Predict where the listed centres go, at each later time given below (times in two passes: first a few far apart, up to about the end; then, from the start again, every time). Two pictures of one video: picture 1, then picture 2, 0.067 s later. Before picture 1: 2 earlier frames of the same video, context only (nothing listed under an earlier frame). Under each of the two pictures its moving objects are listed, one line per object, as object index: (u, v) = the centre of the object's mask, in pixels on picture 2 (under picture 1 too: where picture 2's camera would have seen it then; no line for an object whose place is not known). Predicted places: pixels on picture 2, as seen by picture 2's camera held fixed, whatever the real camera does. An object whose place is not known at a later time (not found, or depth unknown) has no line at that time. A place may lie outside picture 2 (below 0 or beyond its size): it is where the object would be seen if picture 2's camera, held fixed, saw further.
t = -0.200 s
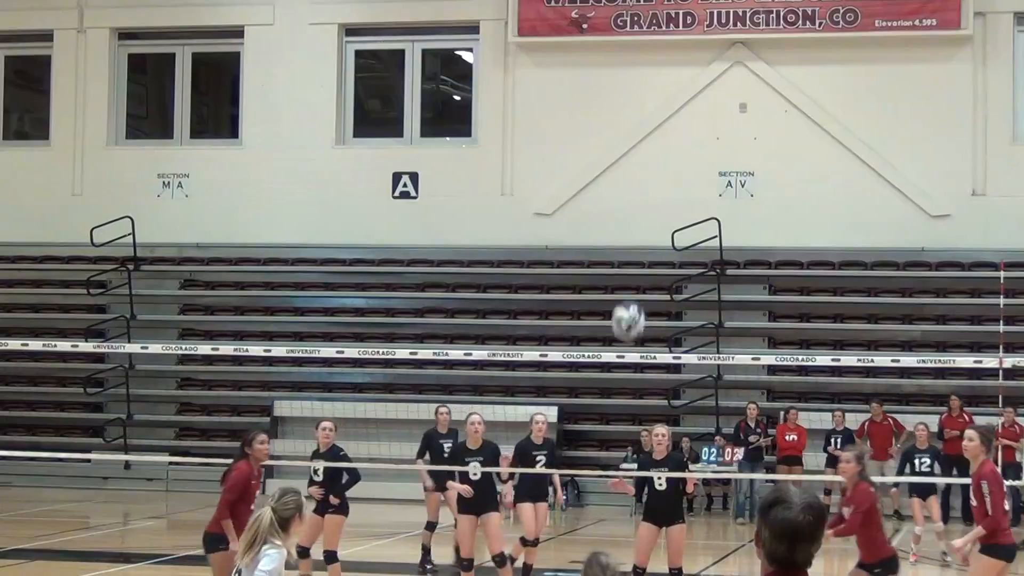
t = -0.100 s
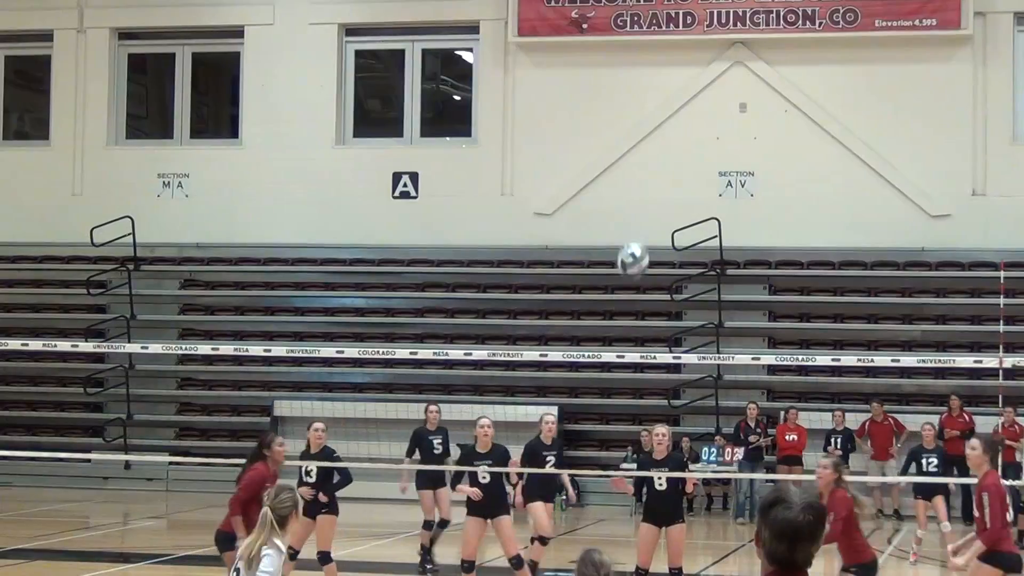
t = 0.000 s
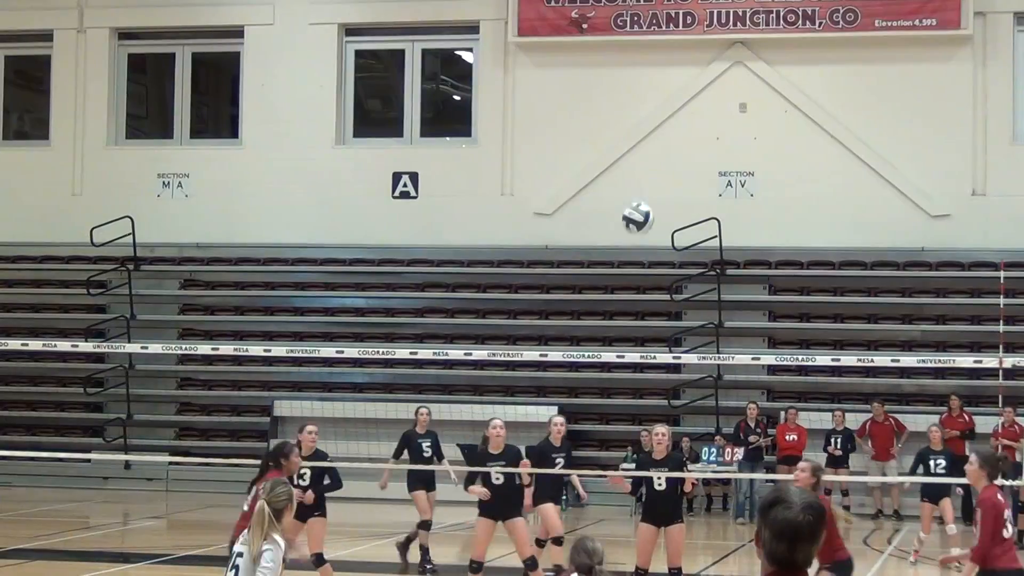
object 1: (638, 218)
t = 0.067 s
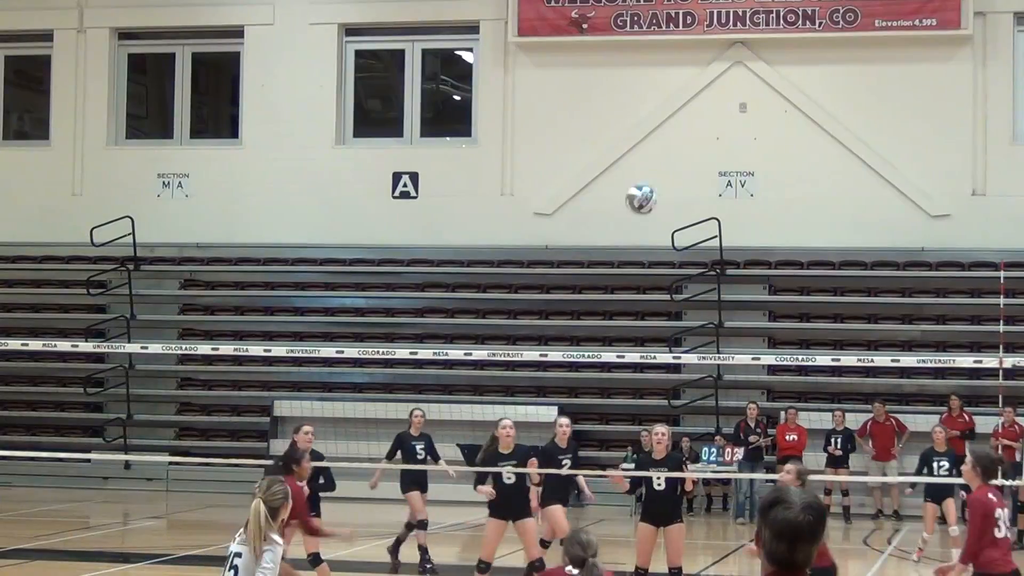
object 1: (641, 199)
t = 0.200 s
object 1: (646, 182)
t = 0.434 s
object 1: (653, 208)
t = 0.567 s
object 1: (656, 253)
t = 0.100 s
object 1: (642, 192)
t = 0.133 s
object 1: (644, 187)
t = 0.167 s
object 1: (645, 184)
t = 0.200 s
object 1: (646, 182)
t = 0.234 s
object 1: (647, 182)
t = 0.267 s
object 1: (648, 183)
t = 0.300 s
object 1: (649, 185)
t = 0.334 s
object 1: (650, 189)
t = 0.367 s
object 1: (651, 194)
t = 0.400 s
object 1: (652, 201)
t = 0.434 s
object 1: (653, 208)
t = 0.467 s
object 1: (654, 217)
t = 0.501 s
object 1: (655, 228)
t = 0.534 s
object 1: (656, 239)
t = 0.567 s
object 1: (656, 253)
